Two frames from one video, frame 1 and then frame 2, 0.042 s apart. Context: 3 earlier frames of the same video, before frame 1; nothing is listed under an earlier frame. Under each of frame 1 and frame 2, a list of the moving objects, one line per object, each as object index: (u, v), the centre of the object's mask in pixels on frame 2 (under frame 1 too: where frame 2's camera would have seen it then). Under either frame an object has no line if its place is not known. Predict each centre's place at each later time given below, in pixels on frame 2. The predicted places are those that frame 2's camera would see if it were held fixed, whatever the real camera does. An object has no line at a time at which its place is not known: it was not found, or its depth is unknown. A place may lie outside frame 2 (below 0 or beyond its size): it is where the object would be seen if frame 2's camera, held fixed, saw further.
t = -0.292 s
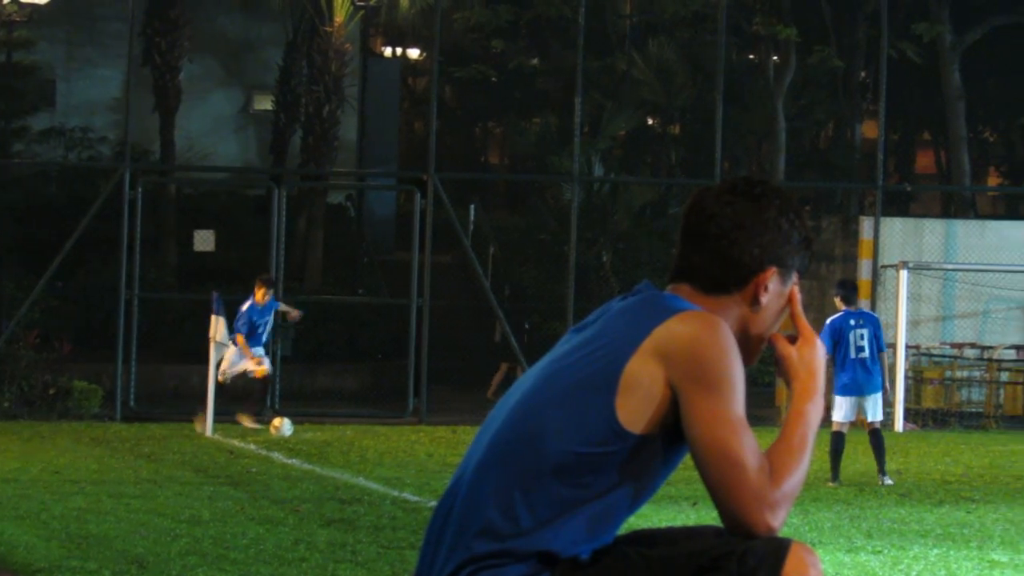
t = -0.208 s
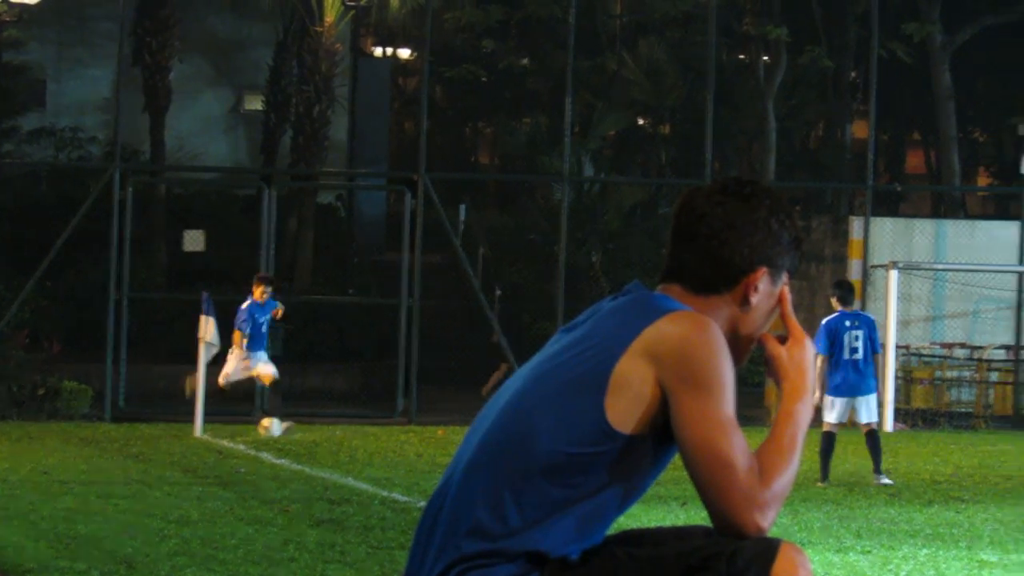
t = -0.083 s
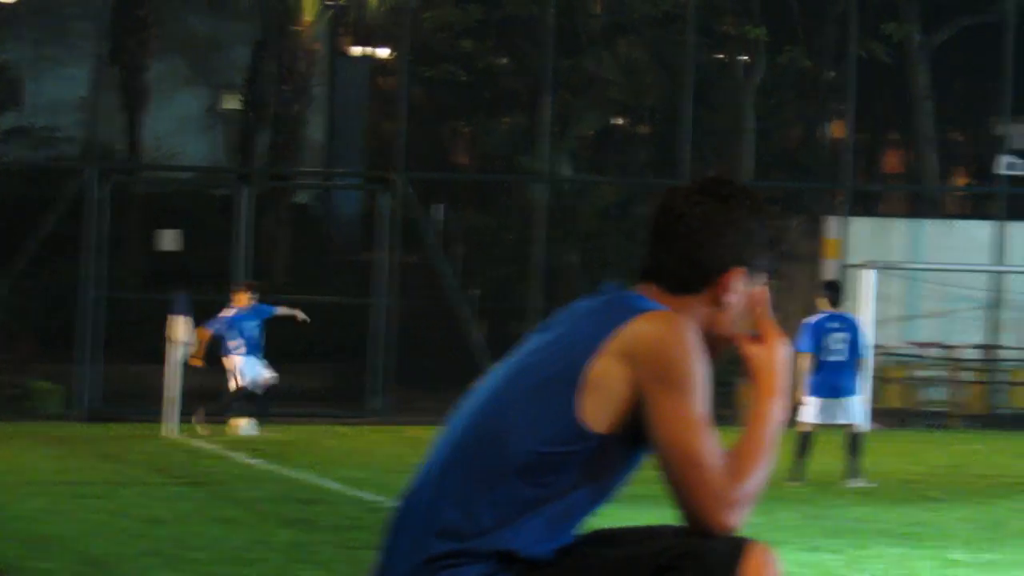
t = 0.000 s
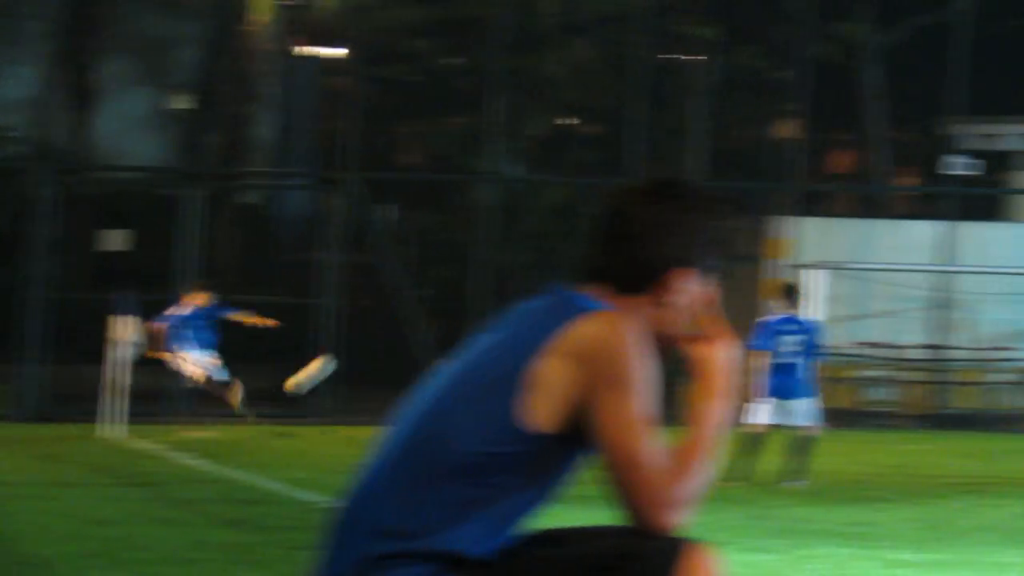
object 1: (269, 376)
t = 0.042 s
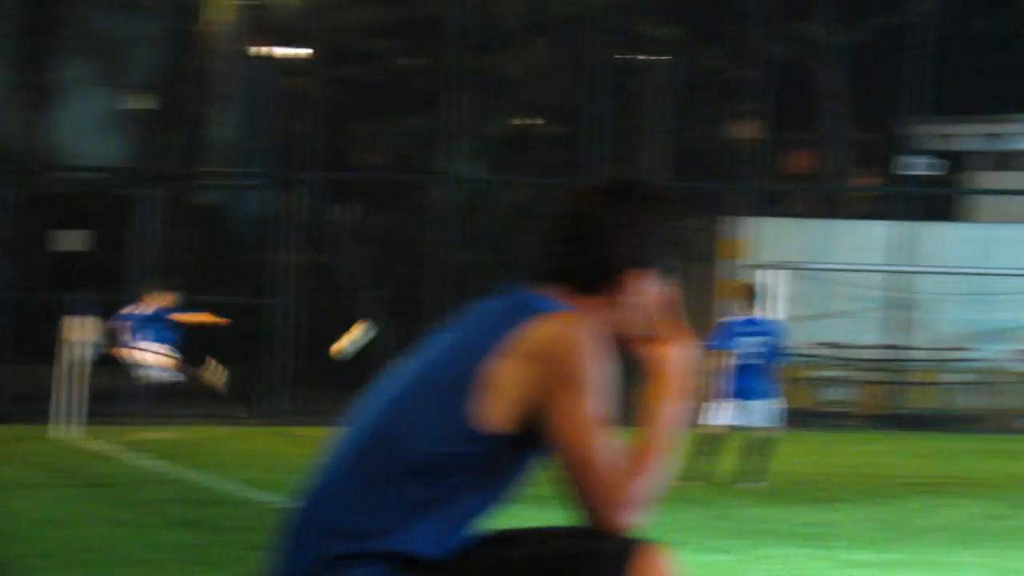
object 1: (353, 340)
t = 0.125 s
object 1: (520, 278)
